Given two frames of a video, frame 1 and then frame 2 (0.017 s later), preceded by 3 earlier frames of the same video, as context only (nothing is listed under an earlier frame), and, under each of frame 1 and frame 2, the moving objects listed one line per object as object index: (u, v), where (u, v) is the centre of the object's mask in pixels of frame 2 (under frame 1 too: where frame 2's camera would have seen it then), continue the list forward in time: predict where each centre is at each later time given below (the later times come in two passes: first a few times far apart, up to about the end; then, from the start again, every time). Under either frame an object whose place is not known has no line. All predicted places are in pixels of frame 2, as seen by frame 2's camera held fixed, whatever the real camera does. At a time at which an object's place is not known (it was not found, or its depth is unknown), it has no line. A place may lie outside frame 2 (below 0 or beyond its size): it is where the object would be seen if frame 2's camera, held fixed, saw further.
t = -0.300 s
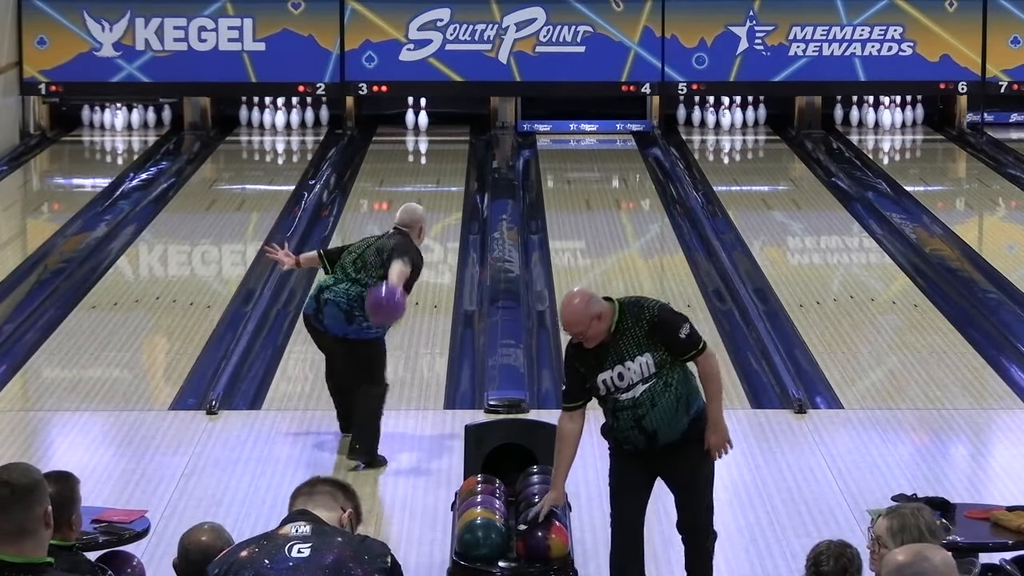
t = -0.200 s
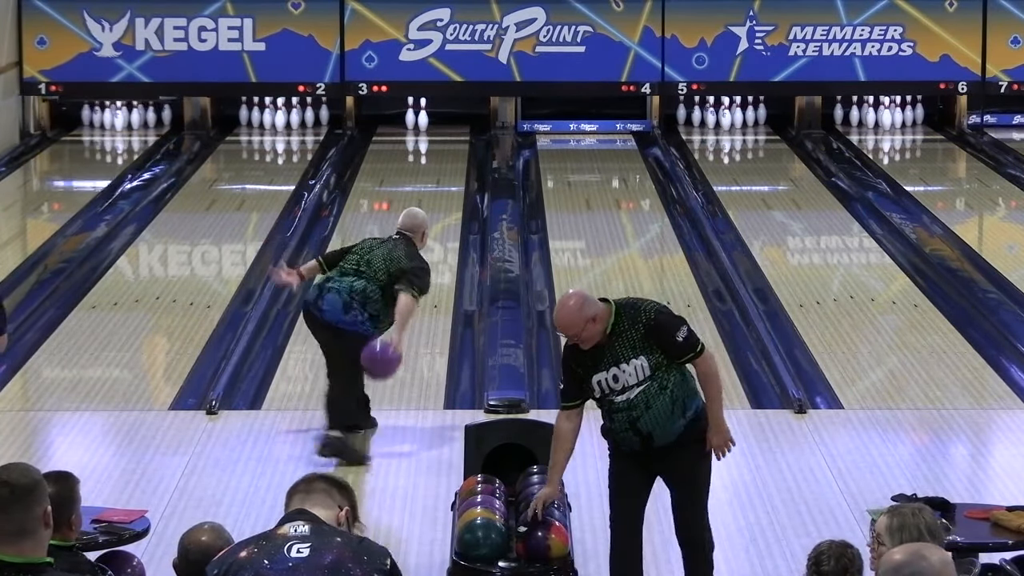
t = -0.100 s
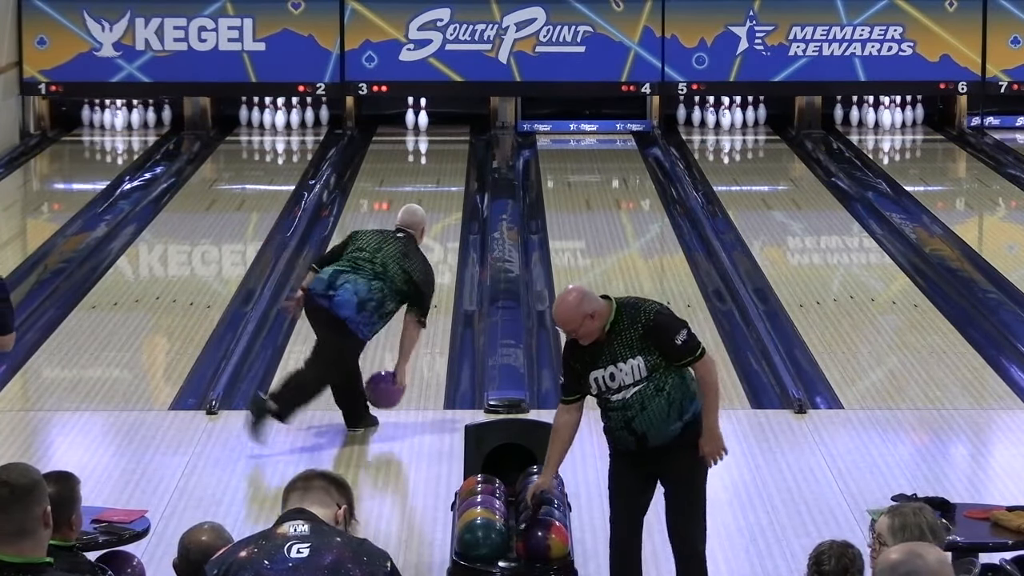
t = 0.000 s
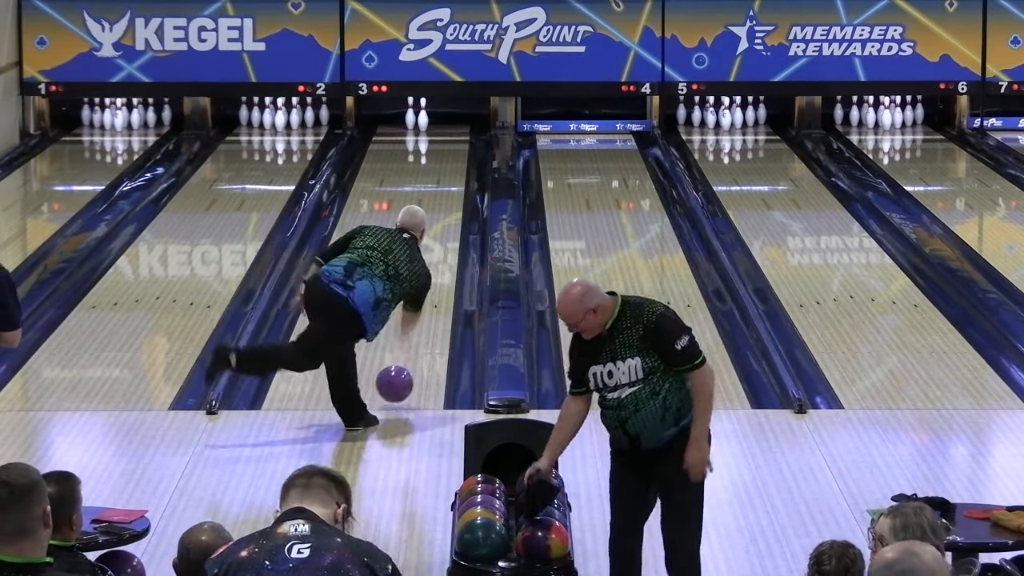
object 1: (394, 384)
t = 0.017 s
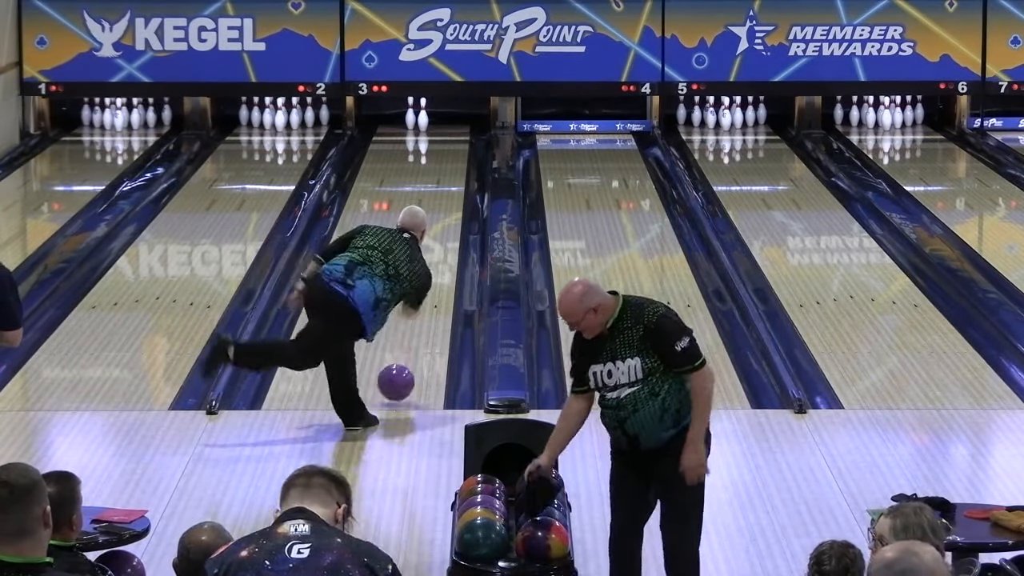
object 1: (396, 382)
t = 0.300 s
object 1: (414, 332)
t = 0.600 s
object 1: (429, 285)
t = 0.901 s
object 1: (440, 246)
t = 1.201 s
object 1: (447, 214)
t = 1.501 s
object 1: (452, 187)
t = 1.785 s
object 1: (454, 165)
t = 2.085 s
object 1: (450, 146)
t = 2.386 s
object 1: (441, 129)
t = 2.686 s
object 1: (438, 117)
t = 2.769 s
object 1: (439, 116)
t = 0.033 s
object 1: (397, 381)
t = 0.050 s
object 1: (398, 379)
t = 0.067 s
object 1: (399, 375)
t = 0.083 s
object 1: (401, 371)
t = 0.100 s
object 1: (402, 368)
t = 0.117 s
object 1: (403, 365)
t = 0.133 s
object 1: (404, 363)
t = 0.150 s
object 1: (405, 359)
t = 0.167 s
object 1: (406, 356)
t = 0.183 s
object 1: (407, 353)
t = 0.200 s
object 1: (408, 350)
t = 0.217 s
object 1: (409, 346)
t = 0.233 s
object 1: (410, 343)
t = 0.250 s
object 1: (411, 340)
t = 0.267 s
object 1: (412, 337)
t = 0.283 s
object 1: (413, 335)
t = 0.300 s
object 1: (414, 332)
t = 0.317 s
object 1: (415, 328)
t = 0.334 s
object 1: (416, 326)
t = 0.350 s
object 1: (417, 323)
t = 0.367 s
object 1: (418, 320)
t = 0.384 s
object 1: (419, 318)
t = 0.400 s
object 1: (419, 315)
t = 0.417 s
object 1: (420, 312)
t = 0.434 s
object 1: (421, 310)
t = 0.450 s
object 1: (422, 307)
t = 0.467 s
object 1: (423, 305)
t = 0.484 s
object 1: (423, 302)
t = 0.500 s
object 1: (424, 299)
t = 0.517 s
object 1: (425, 297)
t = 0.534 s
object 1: (426, 295)
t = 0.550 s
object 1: (426, 292)
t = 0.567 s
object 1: (427, 290)
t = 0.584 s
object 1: (428, 287)
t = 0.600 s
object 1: (429, 285)
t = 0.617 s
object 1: (429, 283)
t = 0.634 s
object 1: (428, 284)
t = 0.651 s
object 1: (424, 284)
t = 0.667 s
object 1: (442, 272)
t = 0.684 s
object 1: (439, 271)
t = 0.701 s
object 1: (438, 269)
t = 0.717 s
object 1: (437, 269)
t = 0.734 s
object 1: (437, 267)
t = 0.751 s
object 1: (437, 264)
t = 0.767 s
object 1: (437, 262)
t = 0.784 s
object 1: (437, 261)
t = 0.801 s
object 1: (437, 258)
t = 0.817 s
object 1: (437, 256)
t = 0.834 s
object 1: (438, 254)
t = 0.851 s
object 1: (438, 252)
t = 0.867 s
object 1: (439, 250)
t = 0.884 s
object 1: (439, 248)
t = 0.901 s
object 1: (440, 246)
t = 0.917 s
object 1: (440, 244)
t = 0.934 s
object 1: (441, 242)
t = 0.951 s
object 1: (441, 240)
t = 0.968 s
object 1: (442, 239)
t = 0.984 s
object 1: (442, 237)
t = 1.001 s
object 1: (442, 235)
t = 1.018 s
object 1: (443, 233)
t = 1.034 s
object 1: (443, 231)
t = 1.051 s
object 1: (444, 230)
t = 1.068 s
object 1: (444, 228)
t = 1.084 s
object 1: (445, 226)
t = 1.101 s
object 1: (445, 224)
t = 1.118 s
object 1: (445, 222)
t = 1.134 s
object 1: (446, 221)
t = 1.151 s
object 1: (446, 219)
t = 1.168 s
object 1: (446, 217)
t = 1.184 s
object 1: (447, 216)
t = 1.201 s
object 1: (447, 214)
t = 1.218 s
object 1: (448, 212)
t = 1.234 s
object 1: (448, 211)
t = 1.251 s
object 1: (448, 209)
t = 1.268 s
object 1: (448, 207)
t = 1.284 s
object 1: (449, 206)
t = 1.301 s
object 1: (449, 204)
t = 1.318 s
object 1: (449, 203)
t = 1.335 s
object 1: (449, 202)
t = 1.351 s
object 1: (450, 200)
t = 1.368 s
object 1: (450, 198)
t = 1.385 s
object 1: (450, 197)
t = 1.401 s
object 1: (451, 195)
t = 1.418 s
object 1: (451, 194)
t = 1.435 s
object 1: (451, 193)
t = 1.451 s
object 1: (451, 191)
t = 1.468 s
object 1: (452, 190)
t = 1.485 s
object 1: (452, 189)
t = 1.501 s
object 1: (452, 187)
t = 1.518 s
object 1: (452, 186)
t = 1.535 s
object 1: (452, 185)
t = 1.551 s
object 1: (452, 183)
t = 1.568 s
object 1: (452, 181)
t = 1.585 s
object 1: (453, 180)
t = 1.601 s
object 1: (453, 179)
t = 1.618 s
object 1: (453, 178)
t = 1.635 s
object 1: (453, 176)
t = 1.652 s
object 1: (454, 175)
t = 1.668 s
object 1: (453, 174)
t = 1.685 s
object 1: (454, 172)
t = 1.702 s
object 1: (454, 171)
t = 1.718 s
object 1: (454, 170)
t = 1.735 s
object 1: (454, 168)
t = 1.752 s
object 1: (454, 167)
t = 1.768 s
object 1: (454, 166)
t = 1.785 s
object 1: (454, 165)
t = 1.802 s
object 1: (454, 164)
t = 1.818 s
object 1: (453, 163)
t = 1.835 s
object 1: (453, 162)
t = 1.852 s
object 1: (453, 161)
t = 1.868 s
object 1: (453, 160)
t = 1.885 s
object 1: (453, 158)
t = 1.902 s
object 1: (453, 157)
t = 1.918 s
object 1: (453, 156)
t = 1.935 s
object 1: (452, 155)
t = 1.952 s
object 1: (452, 154)
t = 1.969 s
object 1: (452, 153)
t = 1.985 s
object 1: (452, 152)
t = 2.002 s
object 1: (452, 151)
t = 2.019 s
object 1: (451, 150)
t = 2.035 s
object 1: (451, 149)
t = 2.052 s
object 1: (451, 147)
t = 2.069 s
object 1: (450, 147)
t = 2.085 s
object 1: (450, 146)
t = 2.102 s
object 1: (450, 145)
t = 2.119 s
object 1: (449, 144)
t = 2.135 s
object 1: (449, 144)
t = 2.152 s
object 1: (449, 143)
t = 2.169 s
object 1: (448, 141)
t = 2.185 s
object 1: (448, 141)
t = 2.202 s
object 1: (447, 140)
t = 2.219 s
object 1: (447, 139)
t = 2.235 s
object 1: (446, 137)
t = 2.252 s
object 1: (446, 137)
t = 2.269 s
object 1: (445, 136)
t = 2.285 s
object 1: (444, 135)
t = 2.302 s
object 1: (443, 134)
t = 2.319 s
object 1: (443, 133)
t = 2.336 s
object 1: (443, 133)
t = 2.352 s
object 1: (442, 132)
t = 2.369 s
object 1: (442, 130)
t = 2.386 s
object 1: (441, 129)
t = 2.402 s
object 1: (440, 128)
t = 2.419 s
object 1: (439, 128)
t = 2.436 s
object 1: (438, 127)
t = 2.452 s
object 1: (437, 126)
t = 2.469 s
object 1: (436, 126)
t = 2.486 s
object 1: (436, 125)
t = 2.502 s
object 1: (436, 125)
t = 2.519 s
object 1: (435, 125)
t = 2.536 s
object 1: (434, 124)
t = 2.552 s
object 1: (434, 123)
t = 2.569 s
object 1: (435, 121)
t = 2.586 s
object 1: (435, 120)
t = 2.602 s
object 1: (436, 120)
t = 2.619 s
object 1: (437, 119)
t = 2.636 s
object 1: (437, 119)
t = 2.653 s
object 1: (437, 118)
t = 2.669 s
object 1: (437, 118)
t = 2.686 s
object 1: (438, 117)
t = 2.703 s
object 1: (438, 117)
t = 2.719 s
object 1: (439, 116)
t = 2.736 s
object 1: (439, 116)
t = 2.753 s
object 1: (439, 116)
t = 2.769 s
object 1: (439, 116)
